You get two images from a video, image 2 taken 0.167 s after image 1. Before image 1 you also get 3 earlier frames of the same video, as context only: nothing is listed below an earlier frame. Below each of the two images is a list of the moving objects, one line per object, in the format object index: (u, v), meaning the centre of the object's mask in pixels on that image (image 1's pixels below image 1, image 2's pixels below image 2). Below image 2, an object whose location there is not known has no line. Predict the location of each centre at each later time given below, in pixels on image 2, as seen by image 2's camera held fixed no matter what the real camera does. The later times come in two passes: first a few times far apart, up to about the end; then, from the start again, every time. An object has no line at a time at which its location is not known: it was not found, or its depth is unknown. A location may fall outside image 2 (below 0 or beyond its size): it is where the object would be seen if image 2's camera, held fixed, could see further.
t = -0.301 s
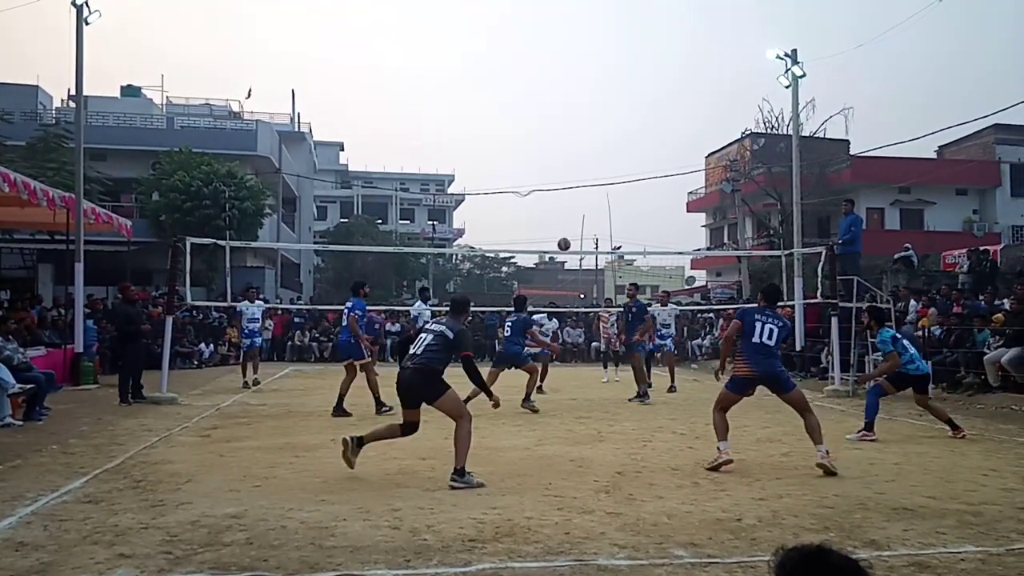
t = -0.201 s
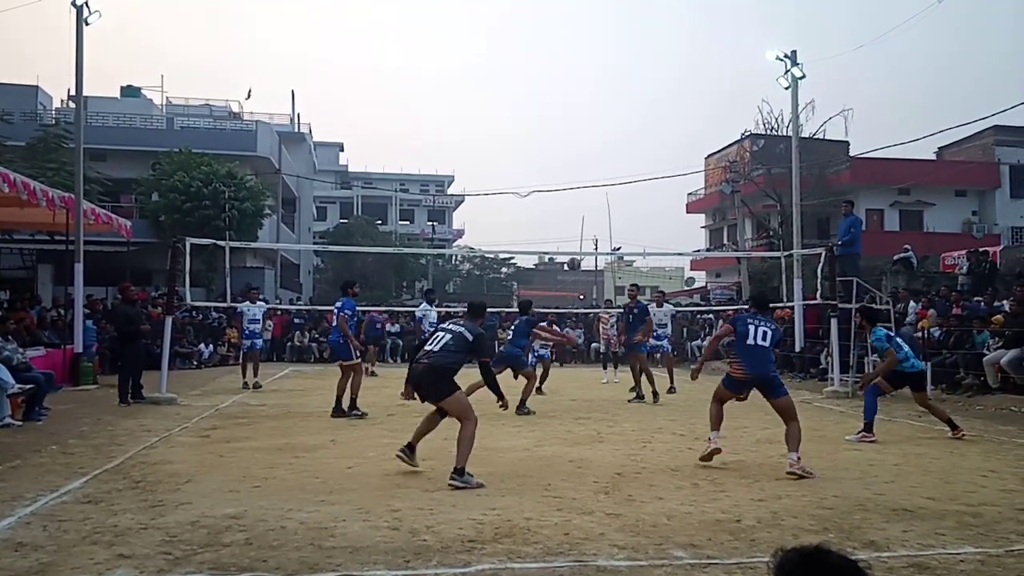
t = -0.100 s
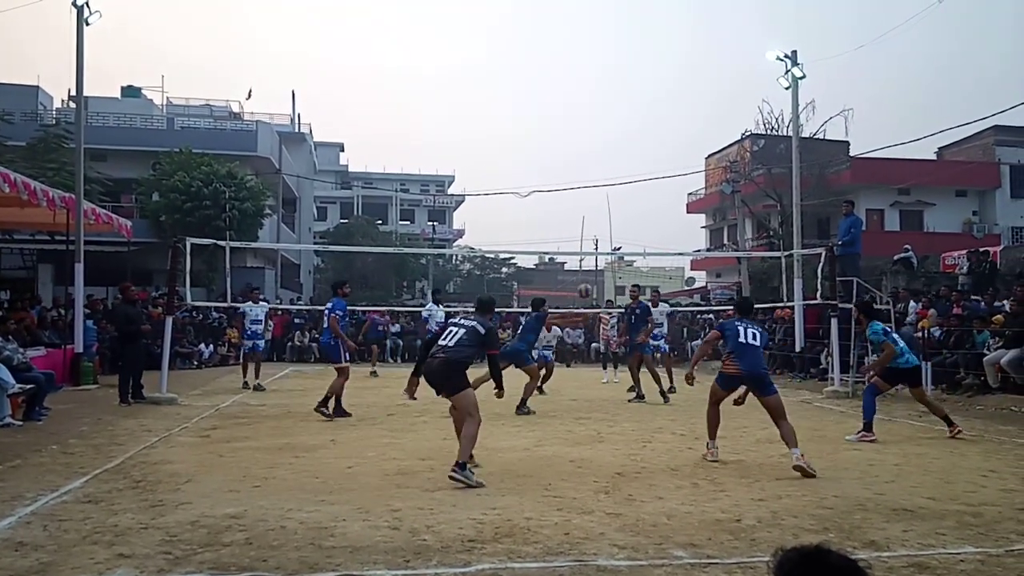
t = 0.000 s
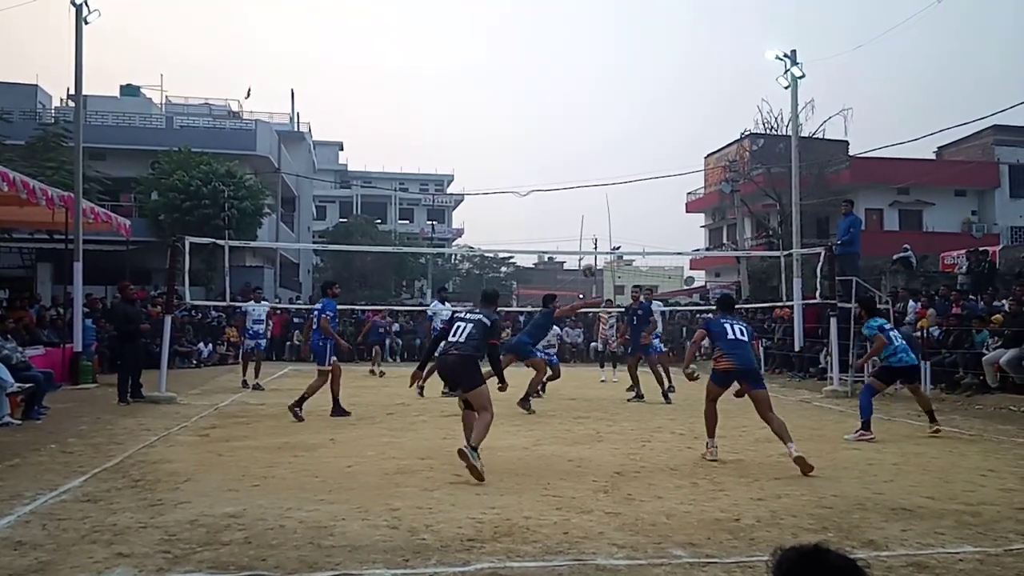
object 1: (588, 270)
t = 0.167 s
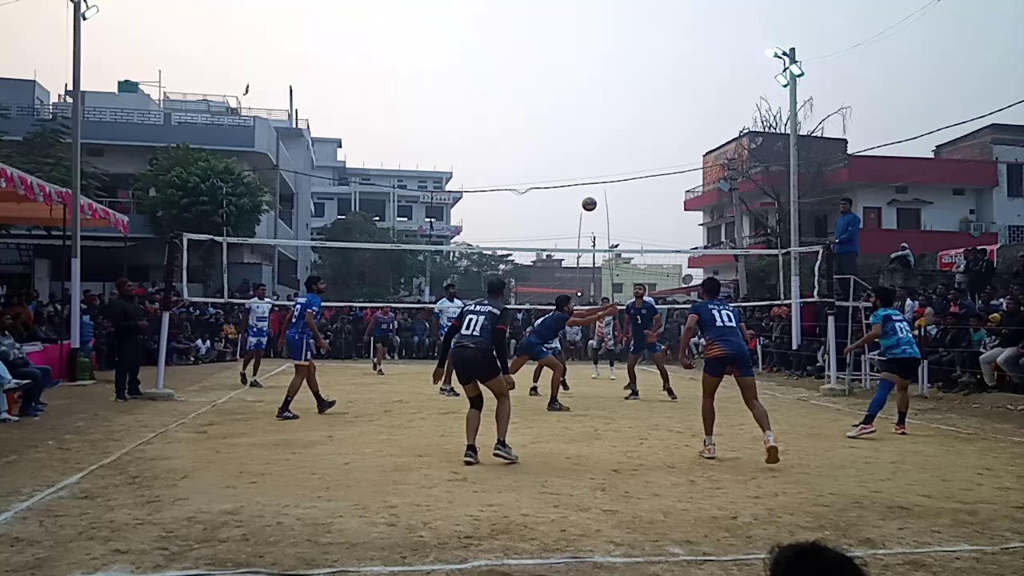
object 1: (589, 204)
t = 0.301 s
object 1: (591, 167)
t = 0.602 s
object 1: (595, 130)
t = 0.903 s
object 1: (598, 153)
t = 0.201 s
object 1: (589, 194)
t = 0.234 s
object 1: (590, 184)
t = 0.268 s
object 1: (590, 175)
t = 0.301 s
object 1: (591, 167)
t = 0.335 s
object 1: (591, 160)
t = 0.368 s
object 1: (592, 154)
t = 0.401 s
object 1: (592, 148)
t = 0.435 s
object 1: (593, 143)
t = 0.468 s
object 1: (593, 139)
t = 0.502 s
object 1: (593, 136)
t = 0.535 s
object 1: (594, 134)
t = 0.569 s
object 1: (594, 132)
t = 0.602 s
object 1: (595, 130)
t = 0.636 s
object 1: (595, 130)
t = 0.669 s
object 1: (595, 131)
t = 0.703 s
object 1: (596, 132)
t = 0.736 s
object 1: (596, 134)
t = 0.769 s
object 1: (597, 136)
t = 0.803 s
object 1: (597, 139)
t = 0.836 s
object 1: (597, 143)
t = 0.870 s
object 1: (598, 148)
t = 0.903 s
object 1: (598, 153)
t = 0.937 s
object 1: (598, 159)
